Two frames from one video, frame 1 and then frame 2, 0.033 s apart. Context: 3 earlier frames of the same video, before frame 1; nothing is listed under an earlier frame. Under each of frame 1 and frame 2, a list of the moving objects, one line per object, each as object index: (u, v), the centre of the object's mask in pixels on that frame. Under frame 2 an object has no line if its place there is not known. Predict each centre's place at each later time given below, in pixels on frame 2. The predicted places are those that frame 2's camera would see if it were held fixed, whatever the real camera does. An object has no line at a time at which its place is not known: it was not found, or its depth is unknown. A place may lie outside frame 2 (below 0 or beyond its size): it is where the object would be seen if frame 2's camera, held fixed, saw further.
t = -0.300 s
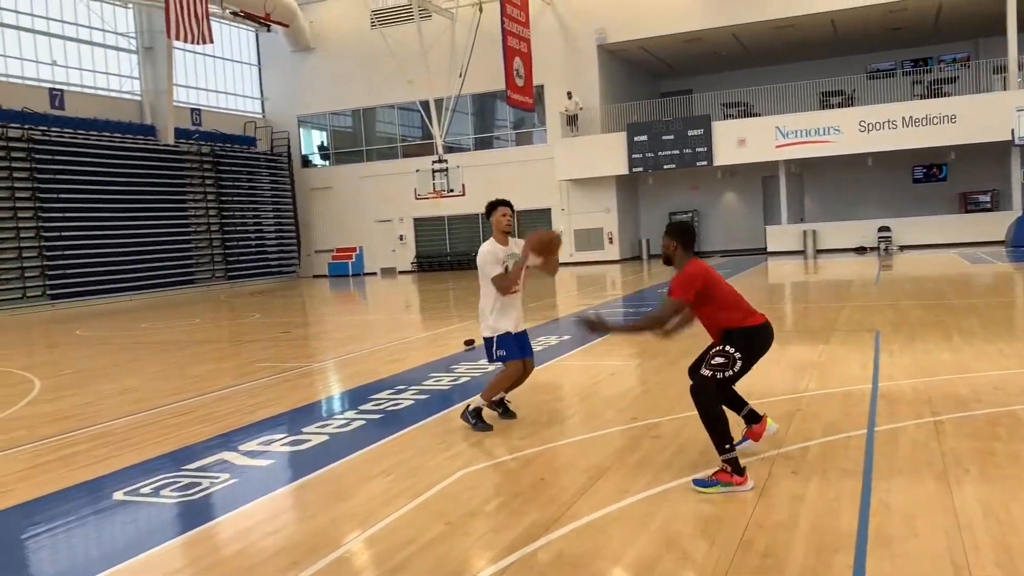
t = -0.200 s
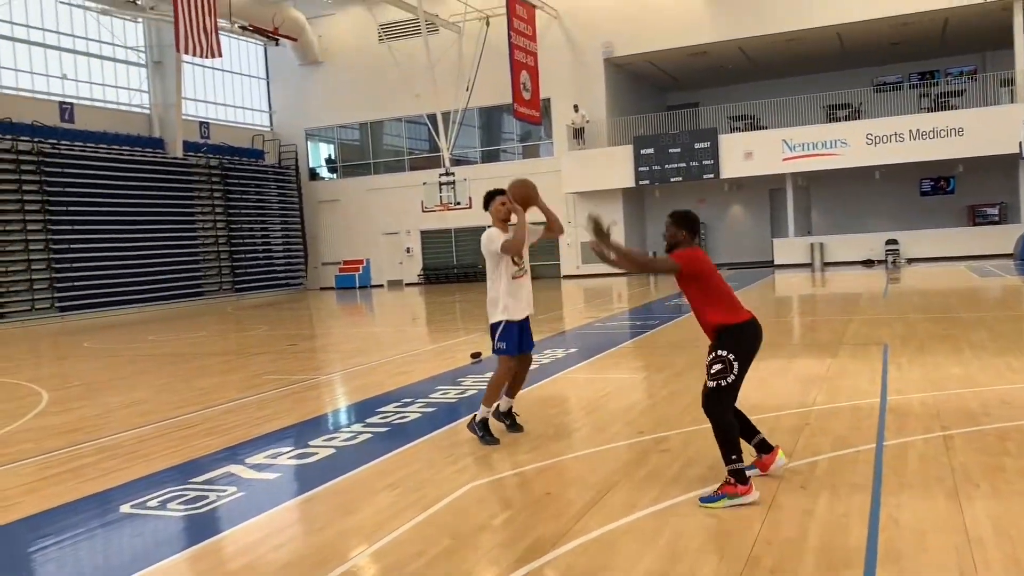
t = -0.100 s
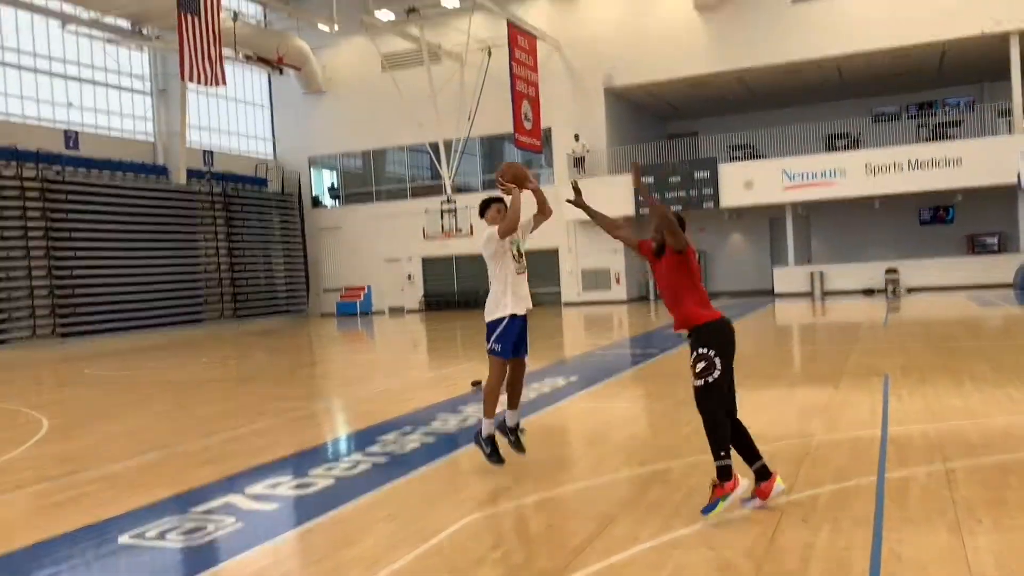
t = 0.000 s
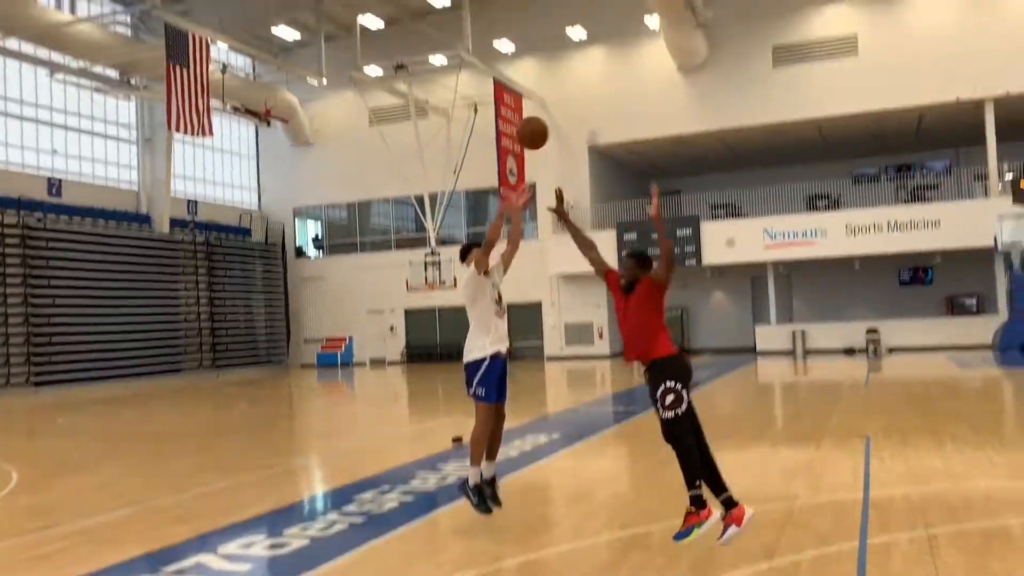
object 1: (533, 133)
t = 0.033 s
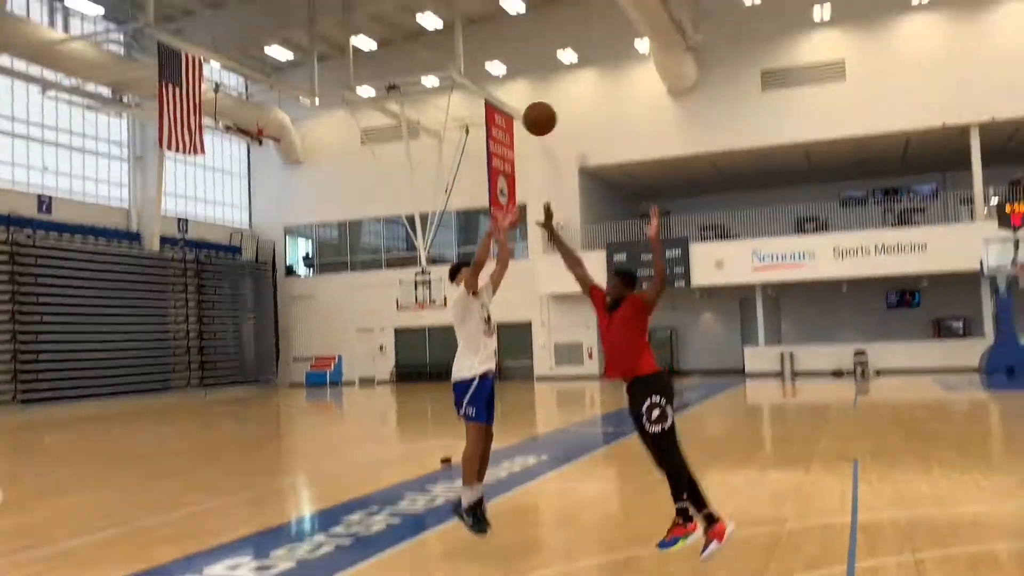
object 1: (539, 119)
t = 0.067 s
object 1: (558, 79)
